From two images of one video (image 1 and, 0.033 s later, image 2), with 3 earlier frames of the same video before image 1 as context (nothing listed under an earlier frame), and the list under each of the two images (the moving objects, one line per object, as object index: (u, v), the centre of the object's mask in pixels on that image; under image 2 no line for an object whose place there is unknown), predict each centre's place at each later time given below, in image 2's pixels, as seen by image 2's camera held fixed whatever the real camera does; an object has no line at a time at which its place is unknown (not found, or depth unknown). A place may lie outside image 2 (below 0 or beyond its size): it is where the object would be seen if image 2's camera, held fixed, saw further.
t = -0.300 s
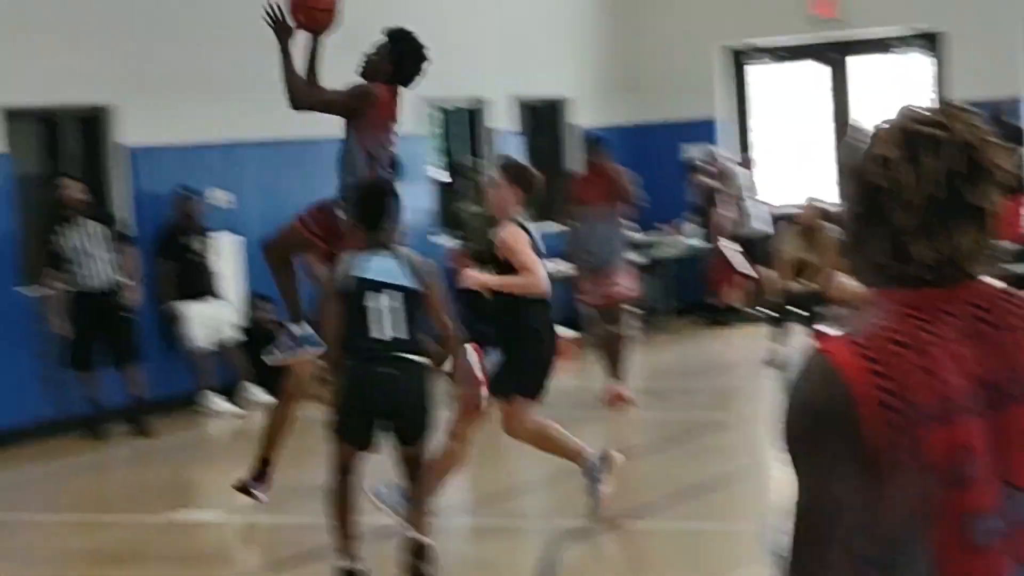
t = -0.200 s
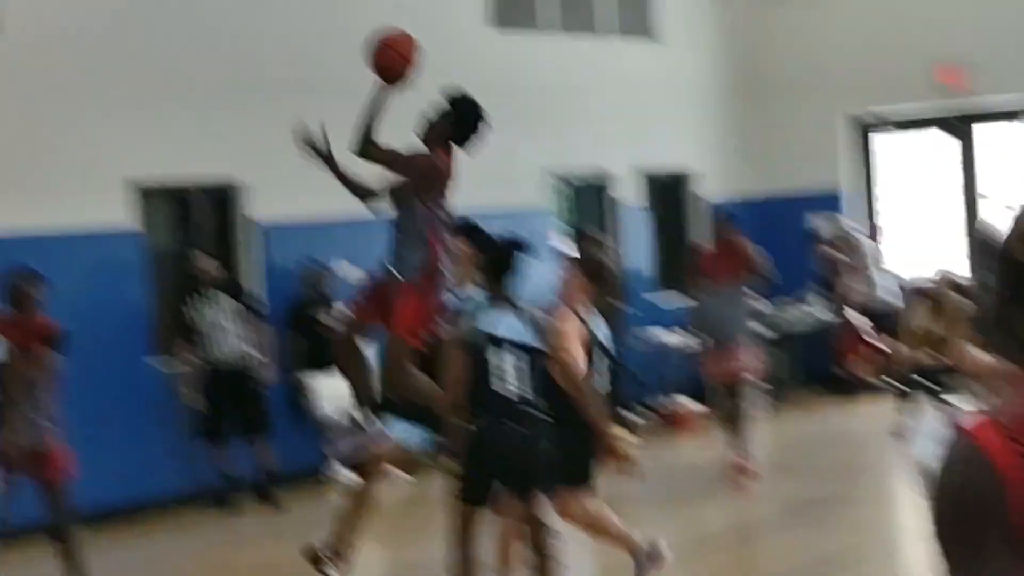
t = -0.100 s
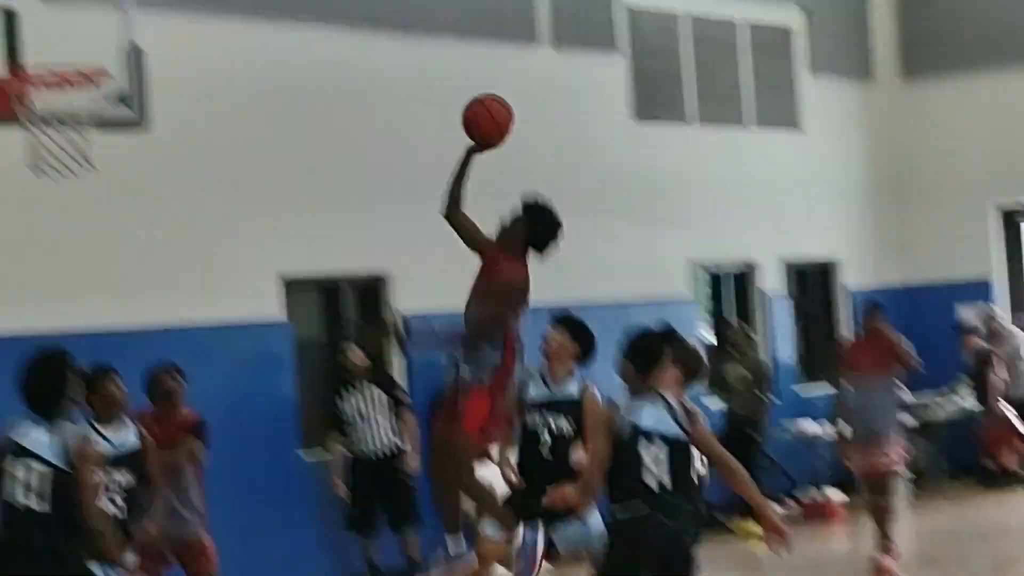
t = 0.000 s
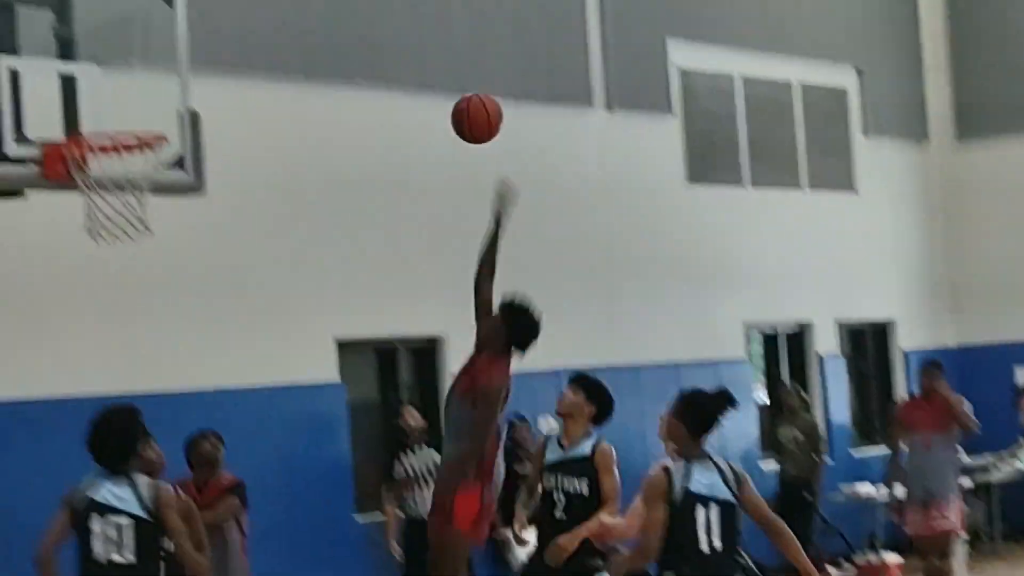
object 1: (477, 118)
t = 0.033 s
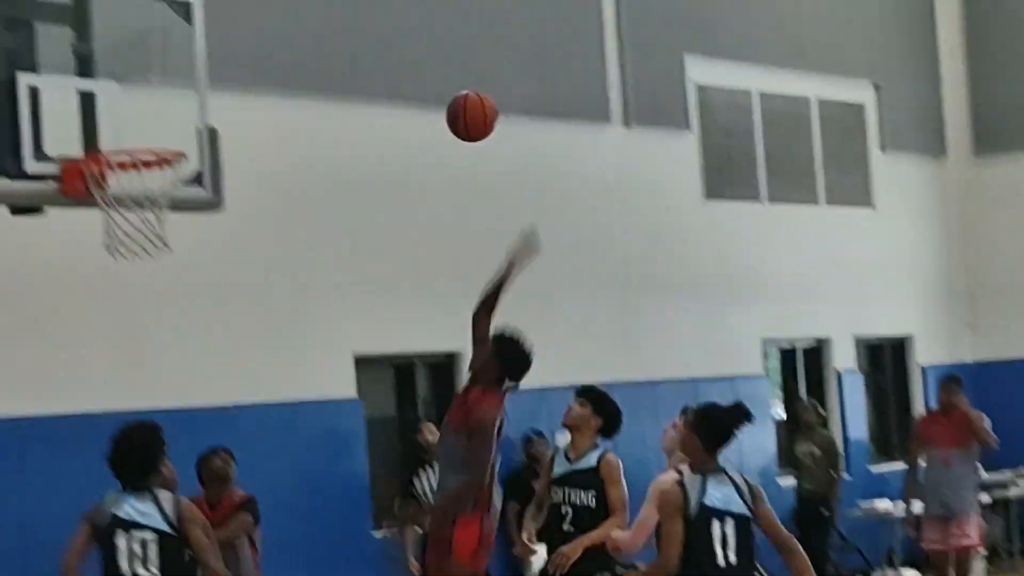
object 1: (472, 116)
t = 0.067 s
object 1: (449, 99)
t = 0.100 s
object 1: (426, 86)
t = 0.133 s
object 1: (403, 75)
